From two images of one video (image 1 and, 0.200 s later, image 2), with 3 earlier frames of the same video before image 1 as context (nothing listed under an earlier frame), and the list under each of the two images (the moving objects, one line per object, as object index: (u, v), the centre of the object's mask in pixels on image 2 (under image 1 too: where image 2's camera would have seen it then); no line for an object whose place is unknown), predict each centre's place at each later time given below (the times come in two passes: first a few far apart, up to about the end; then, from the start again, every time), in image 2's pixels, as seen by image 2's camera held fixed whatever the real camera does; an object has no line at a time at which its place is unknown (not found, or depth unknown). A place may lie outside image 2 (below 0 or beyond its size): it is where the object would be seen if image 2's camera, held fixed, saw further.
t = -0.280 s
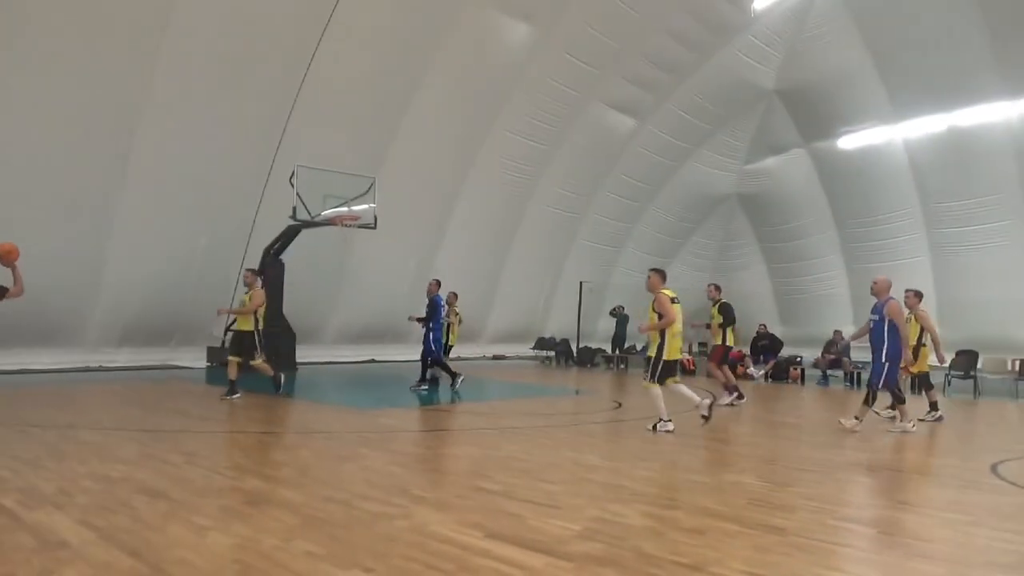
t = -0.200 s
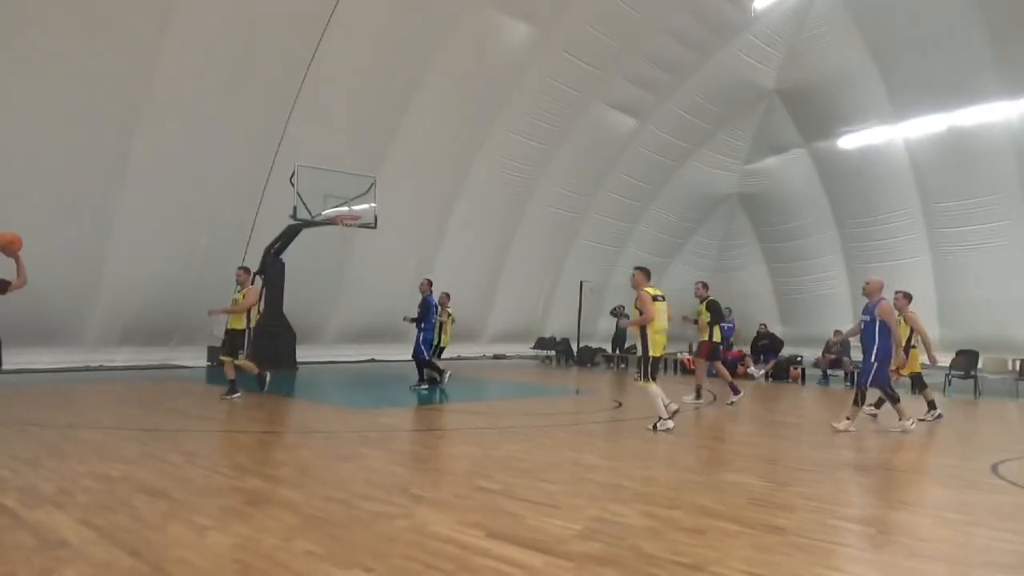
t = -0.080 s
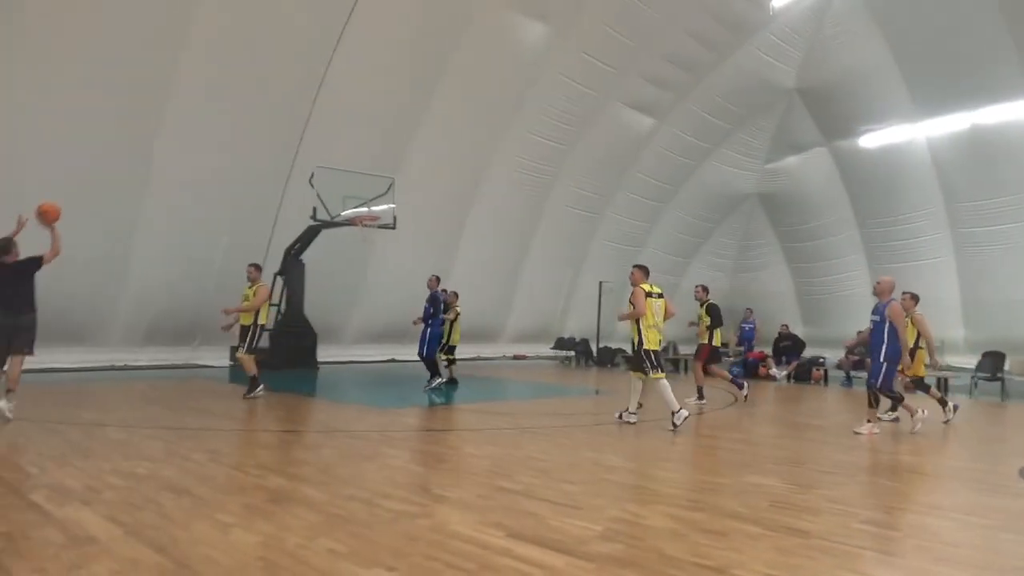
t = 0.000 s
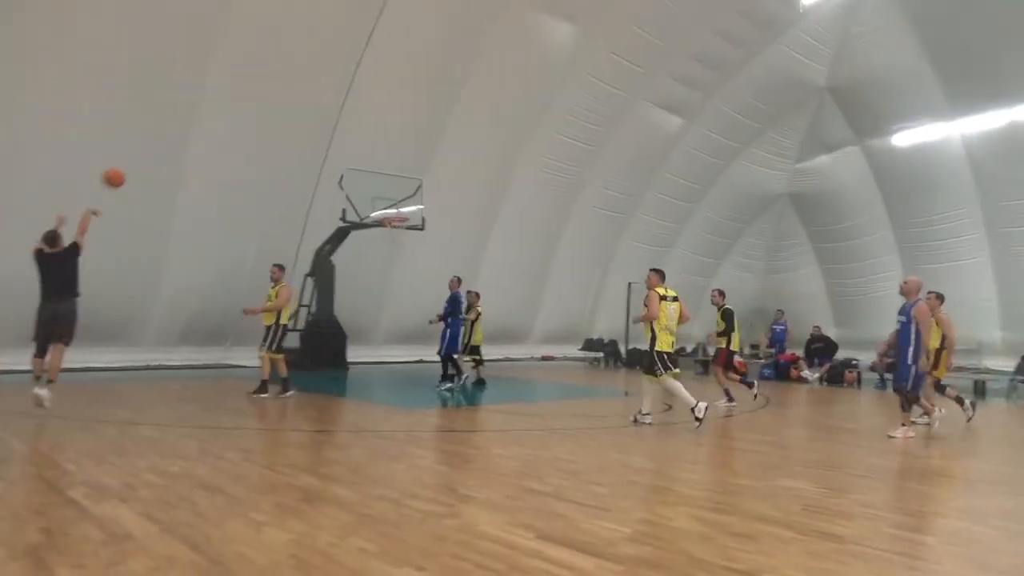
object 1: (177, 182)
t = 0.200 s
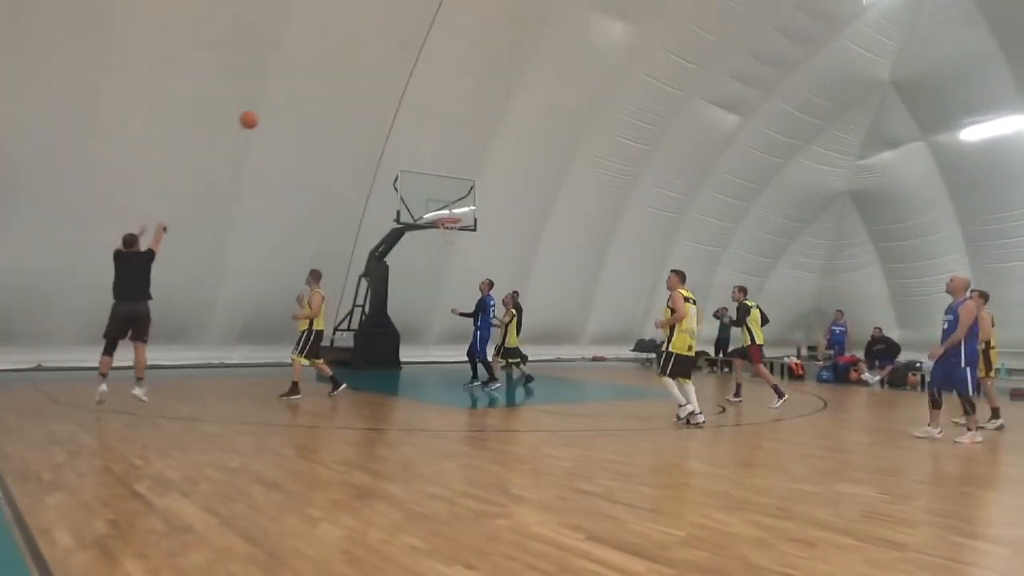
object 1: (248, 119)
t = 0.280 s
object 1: (273, 105)
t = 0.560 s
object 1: (344, 94)
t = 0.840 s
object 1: (400, 128)
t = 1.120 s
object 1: (443, 195)
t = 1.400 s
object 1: (433, 250)
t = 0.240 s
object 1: (261, 111)
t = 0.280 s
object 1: (273, 105)
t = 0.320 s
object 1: (284, 100)
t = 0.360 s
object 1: (295, 97)
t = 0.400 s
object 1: (306, 94)
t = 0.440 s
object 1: (316, 93)
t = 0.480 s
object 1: (326, 92)
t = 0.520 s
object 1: (335, 93)
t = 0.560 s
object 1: (344, 94)
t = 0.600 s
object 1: (353, 96)
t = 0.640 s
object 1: (362, 100)
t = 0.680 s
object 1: (370, 103)
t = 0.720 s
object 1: (378, 109)
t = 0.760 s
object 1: (385, 114)
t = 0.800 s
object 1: (392, 120)
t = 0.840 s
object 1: (400, 128)
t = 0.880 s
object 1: (407, 136)
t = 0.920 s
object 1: (413, 144)
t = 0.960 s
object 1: (420, 153)
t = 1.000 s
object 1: (426, 163)
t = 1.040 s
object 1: (432, 173)
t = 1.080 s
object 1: (437, 185)
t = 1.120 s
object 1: (443, 195)
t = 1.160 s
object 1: (449, 208)
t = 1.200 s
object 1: (454, 218)
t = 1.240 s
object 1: (451, 225)
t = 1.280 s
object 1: (444, 235)
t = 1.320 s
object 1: (441, 238)
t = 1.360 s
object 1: (437, 244)
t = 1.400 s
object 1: (433, 250)
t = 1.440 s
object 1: (429, 257)
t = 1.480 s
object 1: (425, 265)
